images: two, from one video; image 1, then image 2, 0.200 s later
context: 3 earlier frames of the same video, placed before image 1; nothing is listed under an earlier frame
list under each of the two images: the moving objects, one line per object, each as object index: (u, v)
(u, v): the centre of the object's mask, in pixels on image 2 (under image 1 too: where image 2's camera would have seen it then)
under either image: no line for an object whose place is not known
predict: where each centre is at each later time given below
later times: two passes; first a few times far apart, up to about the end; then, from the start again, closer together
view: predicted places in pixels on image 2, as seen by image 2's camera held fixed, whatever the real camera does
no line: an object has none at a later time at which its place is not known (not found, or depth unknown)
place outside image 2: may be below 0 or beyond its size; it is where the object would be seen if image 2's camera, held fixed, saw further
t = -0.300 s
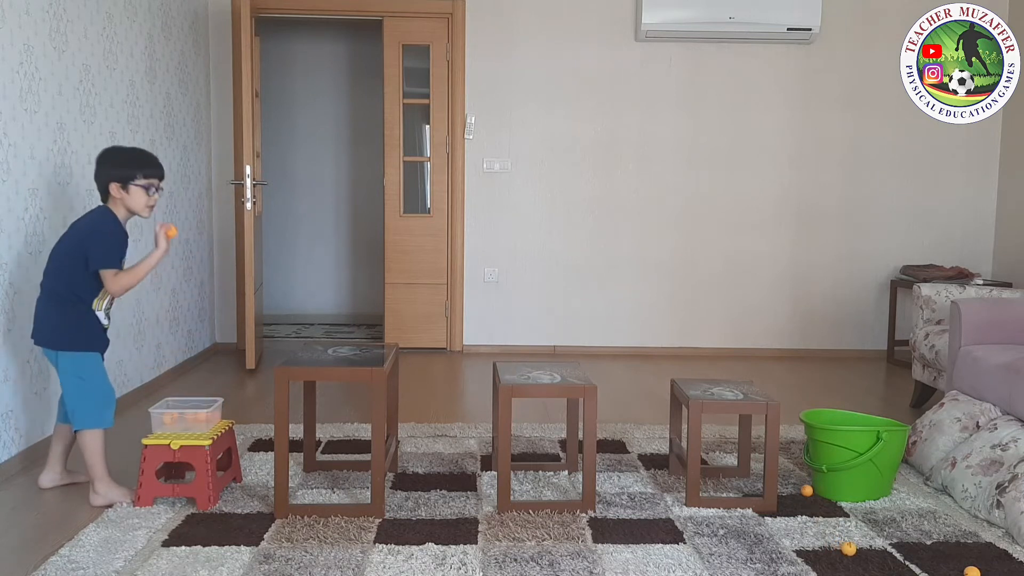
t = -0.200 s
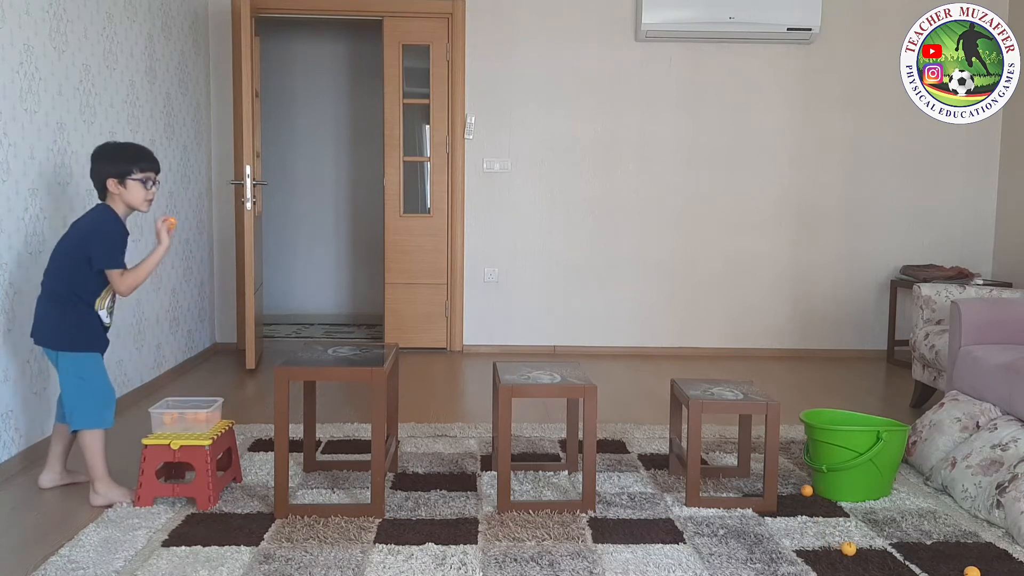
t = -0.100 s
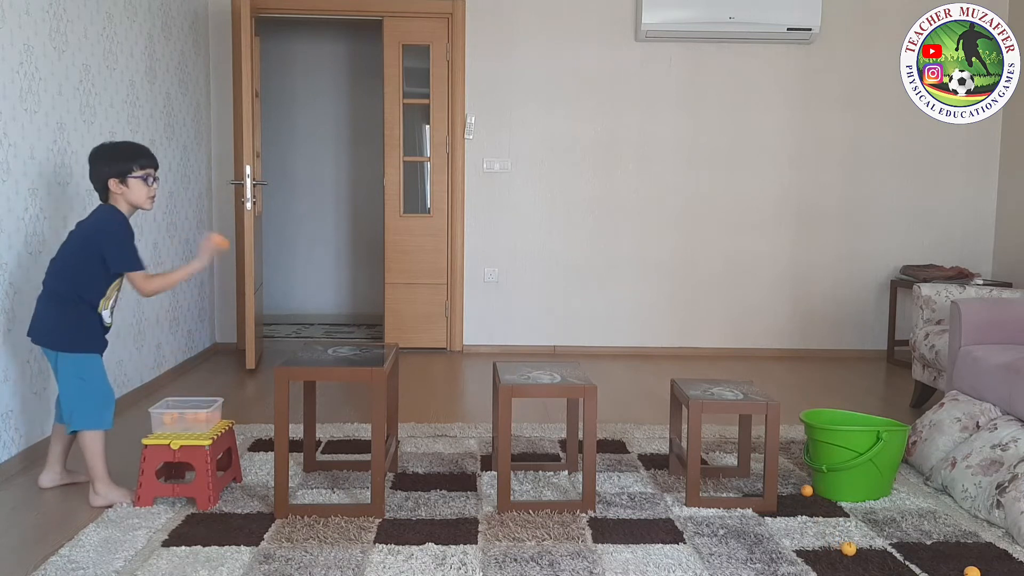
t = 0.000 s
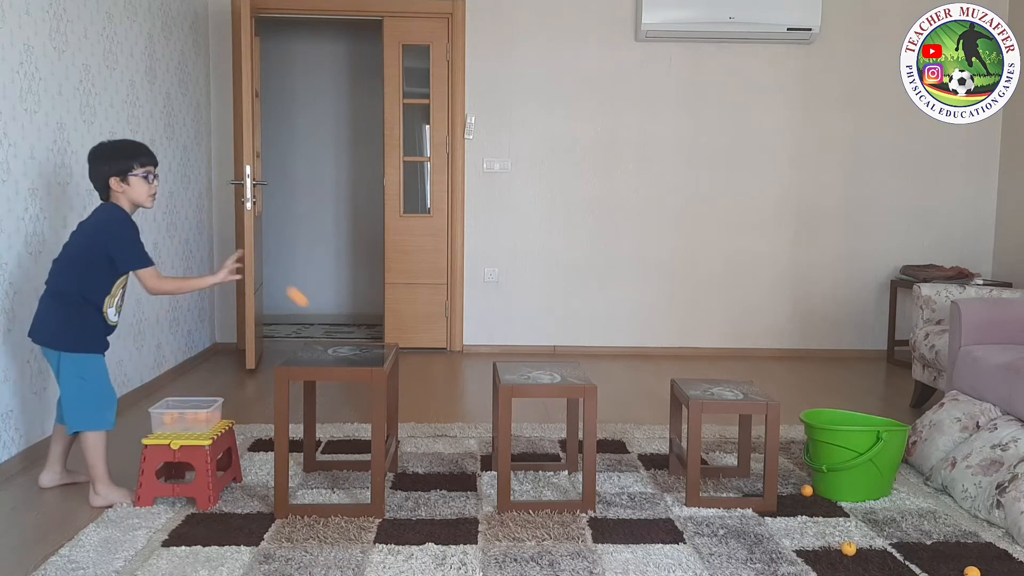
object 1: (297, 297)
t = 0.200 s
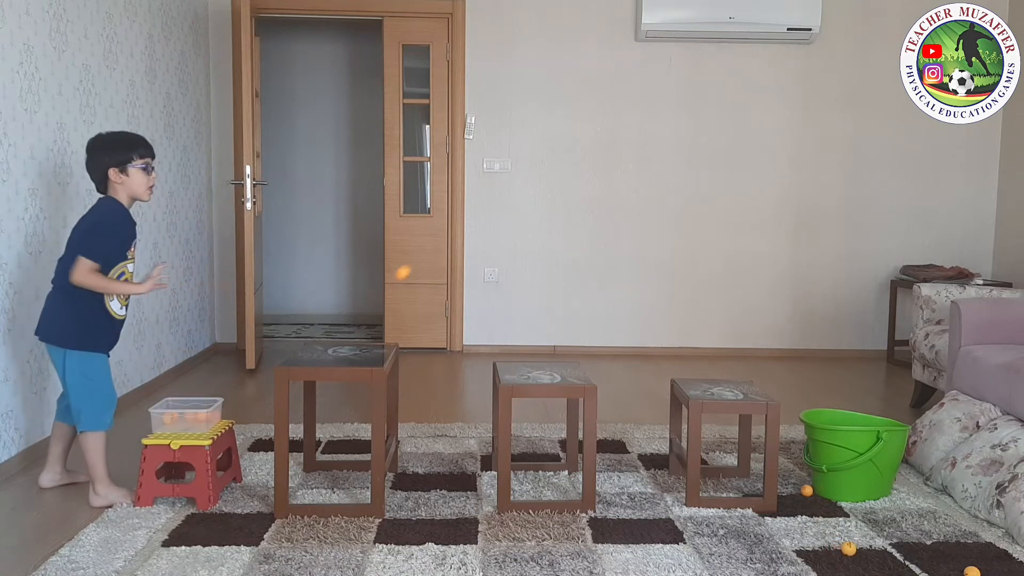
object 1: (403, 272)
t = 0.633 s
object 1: (571, 339)
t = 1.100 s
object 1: (732, 375)
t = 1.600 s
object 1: (887, 409)
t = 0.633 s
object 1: (571, 339)
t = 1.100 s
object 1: (732, 375)
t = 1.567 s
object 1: (878, 395)
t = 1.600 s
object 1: (887, 409)
